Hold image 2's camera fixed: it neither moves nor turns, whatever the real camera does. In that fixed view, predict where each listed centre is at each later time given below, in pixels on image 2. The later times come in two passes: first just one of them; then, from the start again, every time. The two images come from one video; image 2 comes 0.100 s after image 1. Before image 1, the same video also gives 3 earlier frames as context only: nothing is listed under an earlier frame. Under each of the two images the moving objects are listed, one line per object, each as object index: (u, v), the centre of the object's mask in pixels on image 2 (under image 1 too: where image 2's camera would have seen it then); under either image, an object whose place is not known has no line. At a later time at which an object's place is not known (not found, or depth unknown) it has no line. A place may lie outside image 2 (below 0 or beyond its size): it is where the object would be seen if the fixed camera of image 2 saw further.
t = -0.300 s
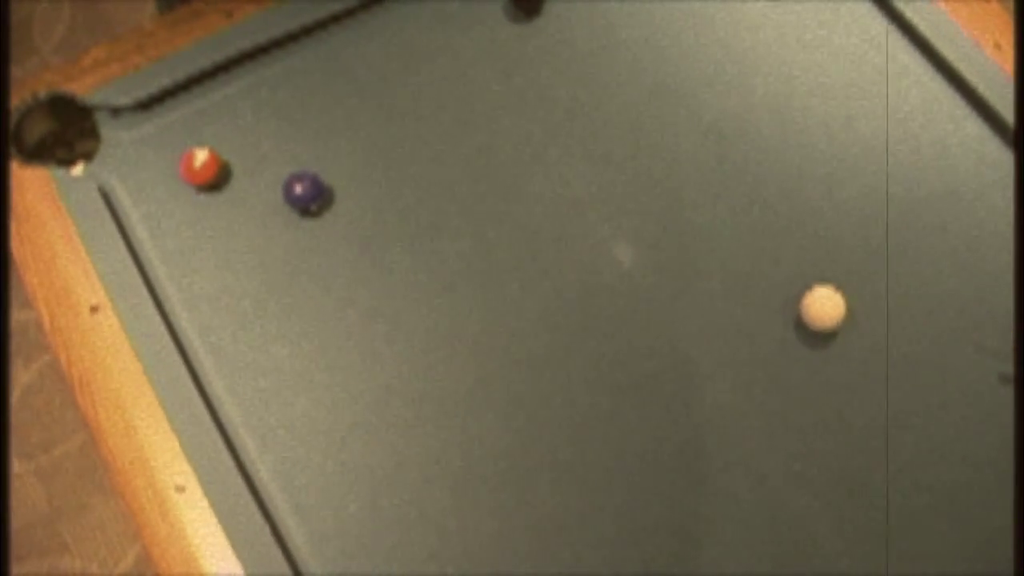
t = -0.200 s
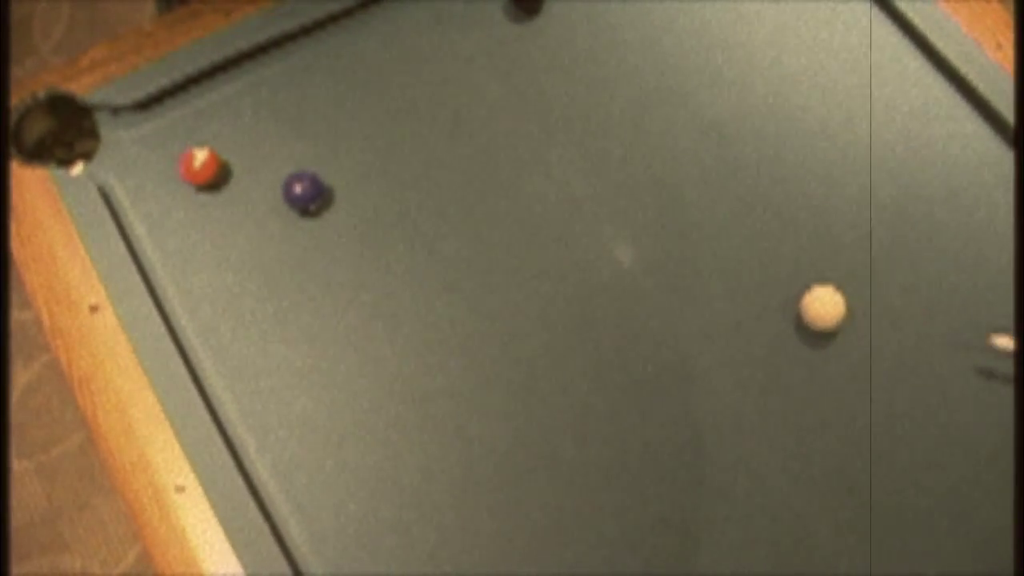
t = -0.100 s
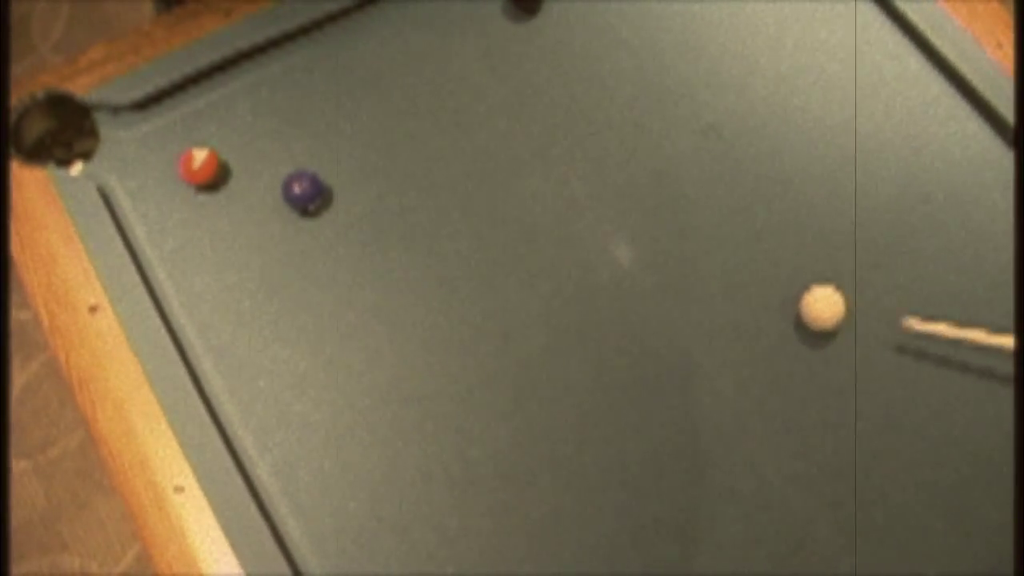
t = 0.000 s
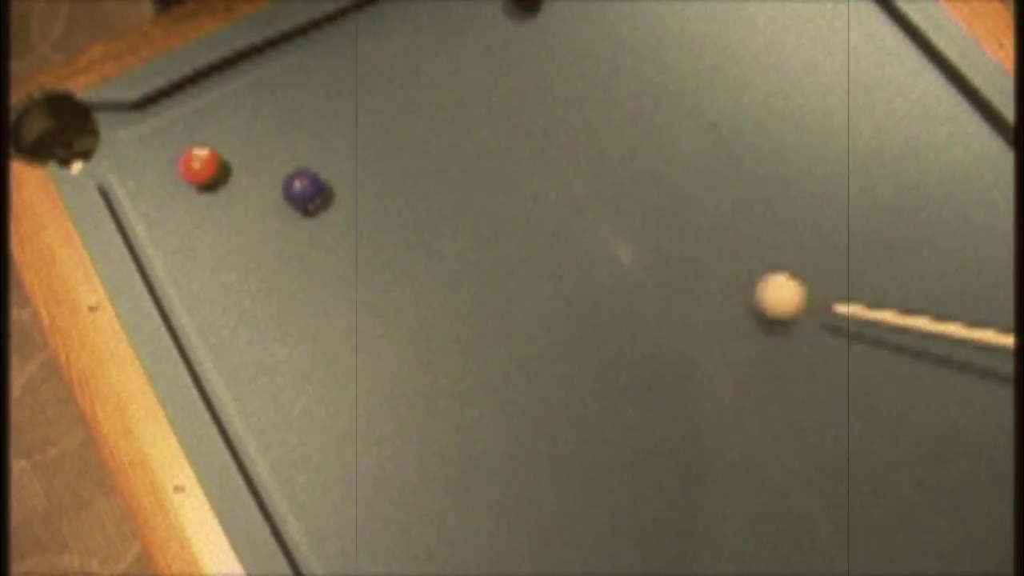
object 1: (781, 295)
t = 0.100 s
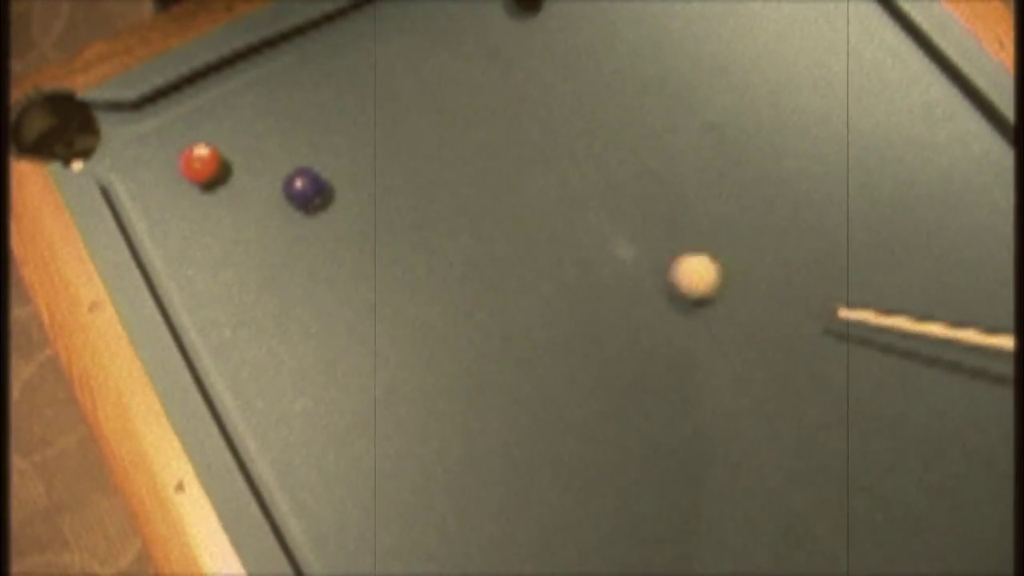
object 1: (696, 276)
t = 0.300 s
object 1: (548, 241)
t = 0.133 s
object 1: (671, 270)
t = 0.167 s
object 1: (646, 264)
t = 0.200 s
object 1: (620, 258)
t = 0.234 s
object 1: (597, 252)
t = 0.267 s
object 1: (572, 247)
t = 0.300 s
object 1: (548, 241)
